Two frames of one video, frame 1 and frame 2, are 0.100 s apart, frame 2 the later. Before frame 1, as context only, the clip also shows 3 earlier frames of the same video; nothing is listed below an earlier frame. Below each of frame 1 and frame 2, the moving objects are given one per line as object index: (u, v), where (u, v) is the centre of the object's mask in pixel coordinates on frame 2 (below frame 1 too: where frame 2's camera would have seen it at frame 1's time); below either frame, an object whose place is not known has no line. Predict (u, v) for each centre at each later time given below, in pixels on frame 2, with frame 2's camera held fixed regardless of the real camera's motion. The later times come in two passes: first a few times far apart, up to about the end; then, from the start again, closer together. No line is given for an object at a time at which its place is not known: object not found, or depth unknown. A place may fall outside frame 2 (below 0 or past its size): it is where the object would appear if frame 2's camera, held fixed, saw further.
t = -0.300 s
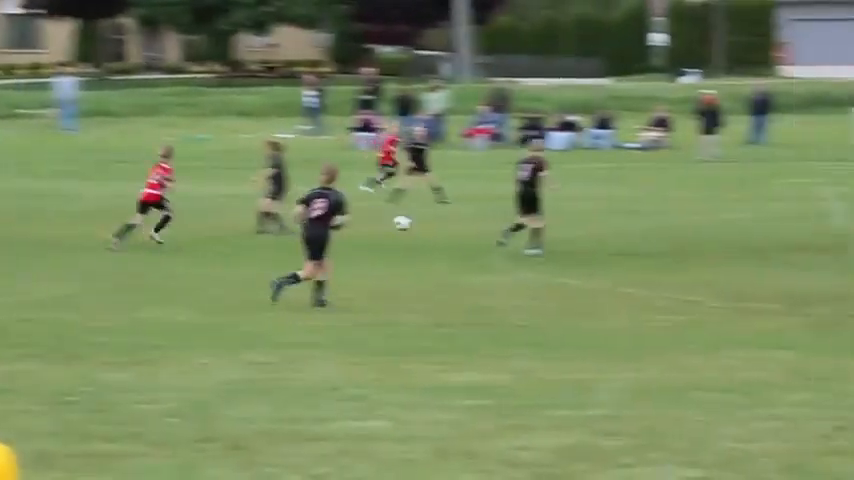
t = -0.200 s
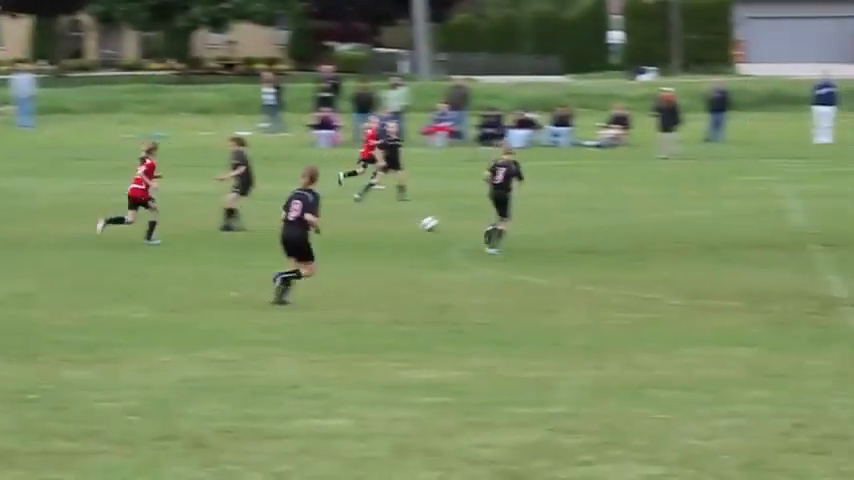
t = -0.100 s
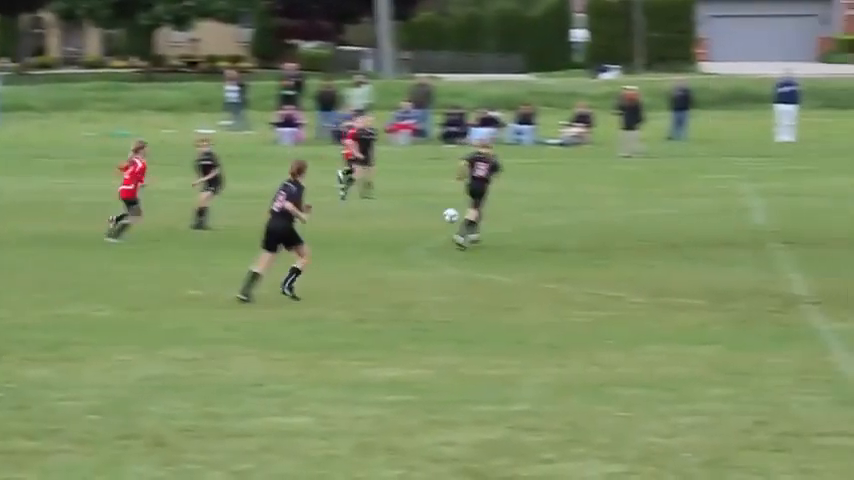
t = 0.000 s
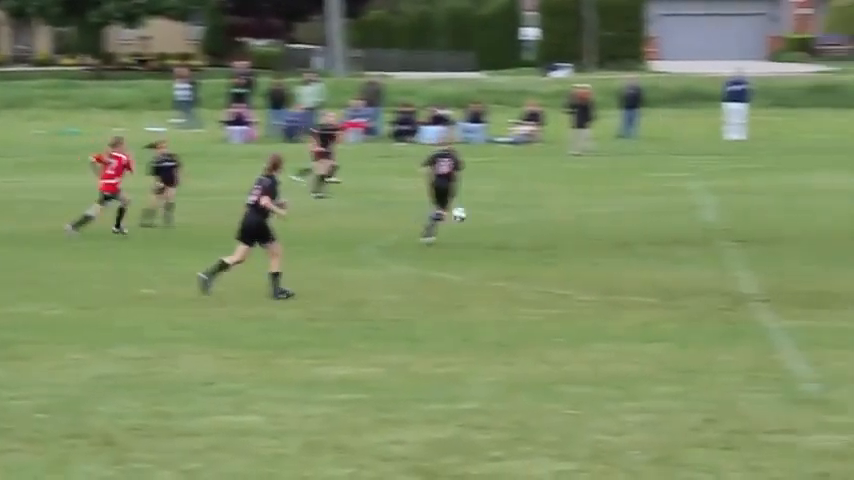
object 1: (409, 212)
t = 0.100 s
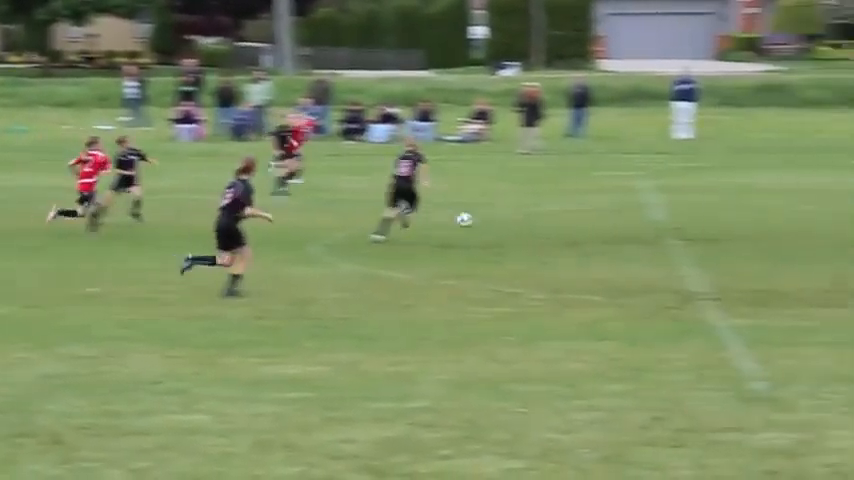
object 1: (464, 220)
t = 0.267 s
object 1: (545, 217)
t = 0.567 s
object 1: (651, 219)
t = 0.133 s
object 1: (481, 219)
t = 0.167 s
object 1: (499, 218)
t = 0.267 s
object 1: (545, 217)
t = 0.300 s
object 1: (558, 219)
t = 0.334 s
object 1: (571, 221)
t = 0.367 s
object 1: (581, 220)
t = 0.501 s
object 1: (626, 218)
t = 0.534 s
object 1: (639, 219)
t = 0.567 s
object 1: (651, 219)
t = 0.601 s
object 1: (660, 219)
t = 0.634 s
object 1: (669, 219)
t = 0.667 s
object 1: (677, 218)
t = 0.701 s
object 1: (687, 217)
